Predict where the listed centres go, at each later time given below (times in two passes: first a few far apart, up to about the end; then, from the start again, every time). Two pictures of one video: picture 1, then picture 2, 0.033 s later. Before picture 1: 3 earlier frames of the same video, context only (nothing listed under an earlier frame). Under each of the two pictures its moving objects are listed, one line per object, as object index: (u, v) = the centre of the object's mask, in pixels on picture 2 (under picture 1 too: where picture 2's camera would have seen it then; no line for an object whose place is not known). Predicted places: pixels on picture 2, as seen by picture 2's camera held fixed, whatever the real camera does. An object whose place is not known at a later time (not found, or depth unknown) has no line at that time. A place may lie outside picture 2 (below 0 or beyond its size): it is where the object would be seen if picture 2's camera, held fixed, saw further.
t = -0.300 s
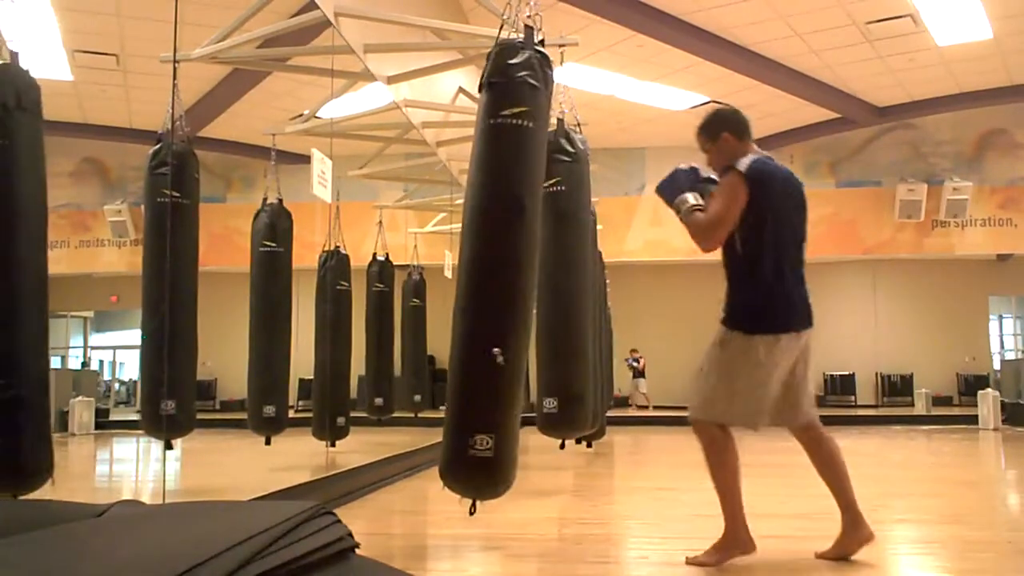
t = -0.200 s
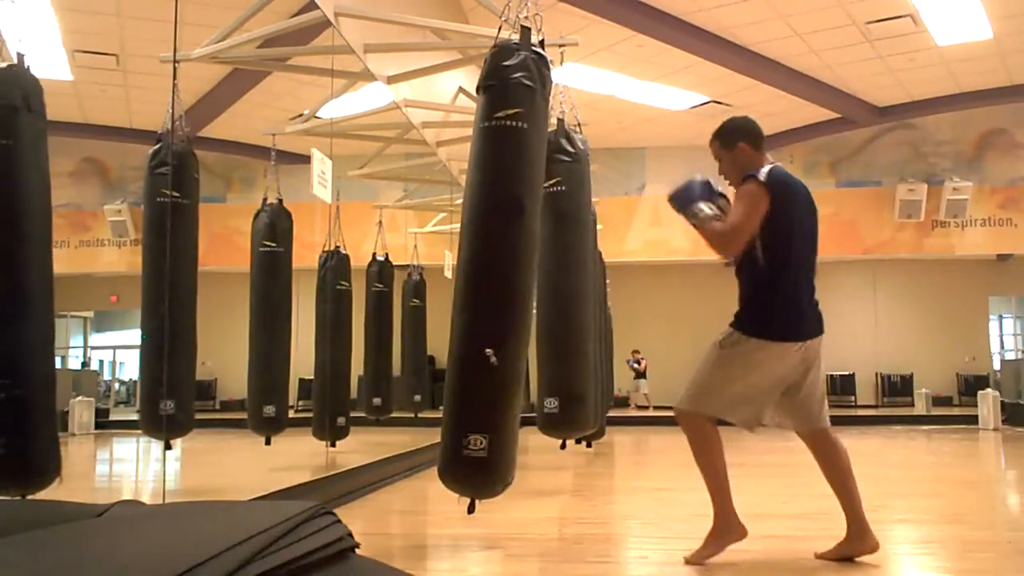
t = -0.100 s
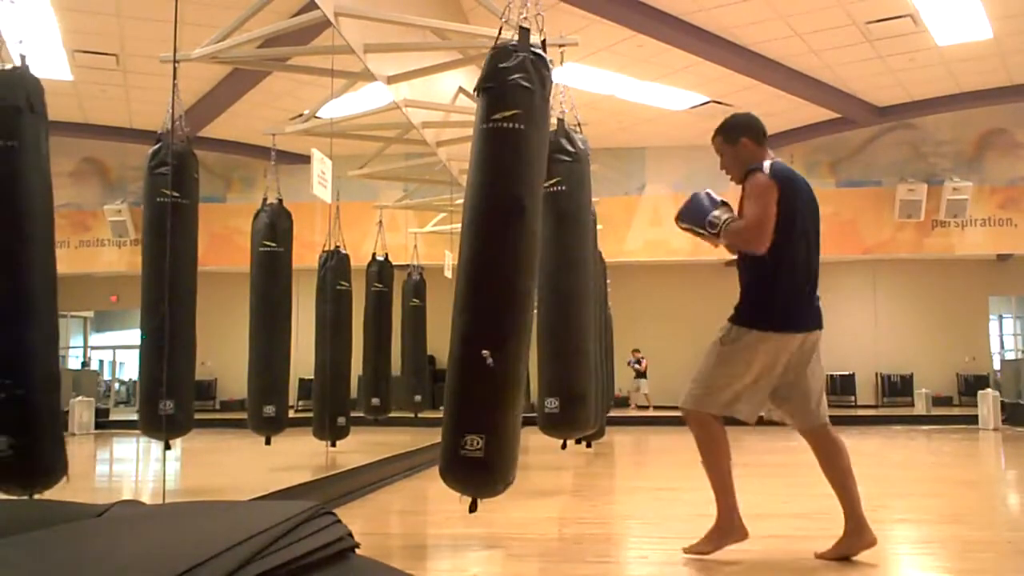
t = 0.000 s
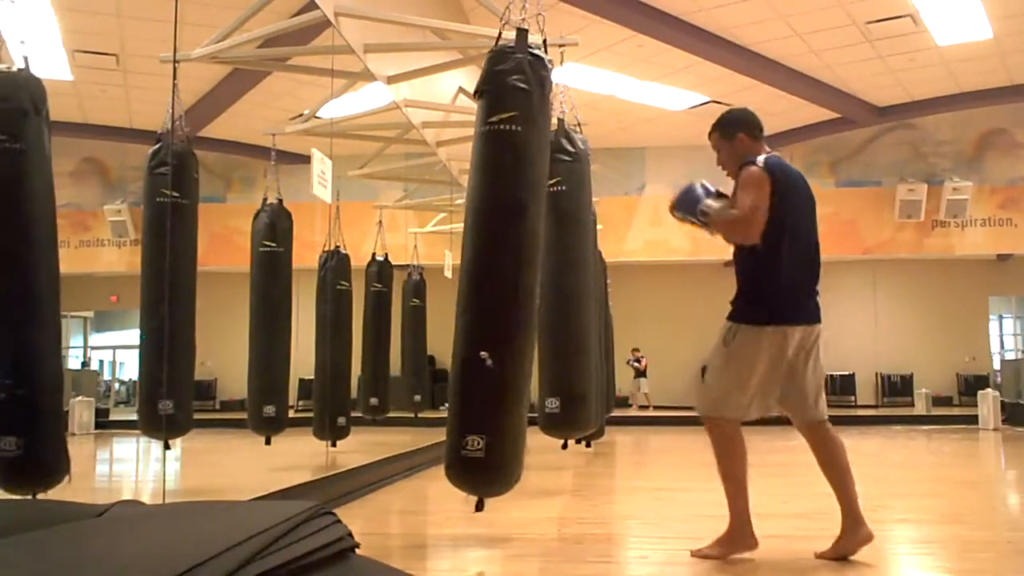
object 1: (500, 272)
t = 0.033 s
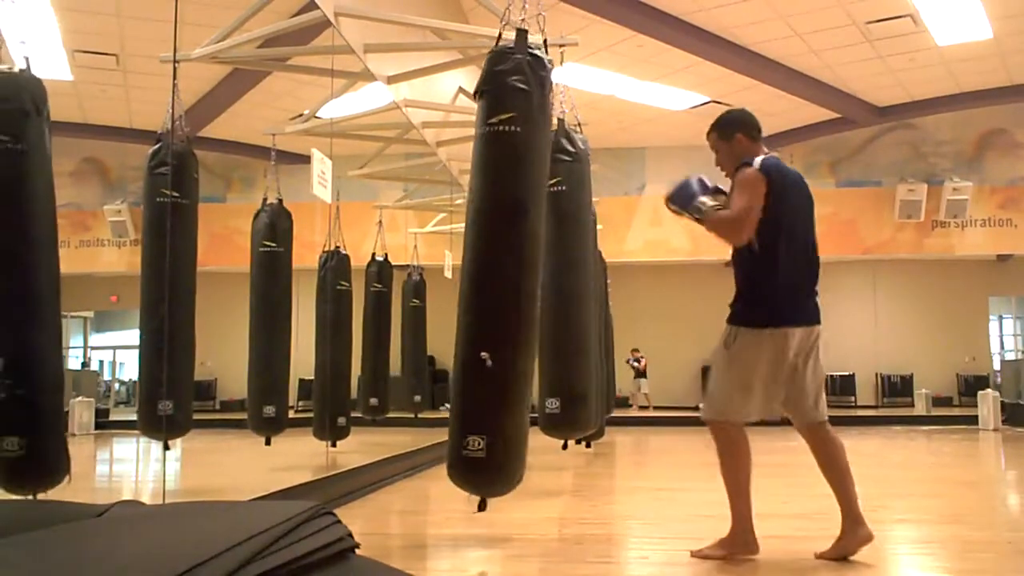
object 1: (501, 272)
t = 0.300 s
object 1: (519, 272)
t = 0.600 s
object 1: (544, 268)
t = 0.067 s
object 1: (503, 272)
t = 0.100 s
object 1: (505, 272)
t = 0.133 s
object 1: (507, 272)
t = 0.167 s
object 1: (509, 272)
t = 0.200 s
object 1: (511, 272)
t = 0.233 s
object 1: (514, 272)
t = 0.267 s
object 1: (516, 272)
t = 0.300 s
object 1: (519, 272)
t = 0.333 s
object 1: (522, 271)
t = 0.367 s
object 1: (525, 271)
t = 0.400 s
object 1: (527, 272)
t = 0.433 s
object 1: (530, 270)
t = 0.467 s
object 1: (533, 270)
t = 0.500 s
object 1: (536, 269)
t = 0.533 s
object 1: (538, 269)
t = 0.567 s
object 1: (541, 269)
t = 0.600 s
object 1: (544, 268)
